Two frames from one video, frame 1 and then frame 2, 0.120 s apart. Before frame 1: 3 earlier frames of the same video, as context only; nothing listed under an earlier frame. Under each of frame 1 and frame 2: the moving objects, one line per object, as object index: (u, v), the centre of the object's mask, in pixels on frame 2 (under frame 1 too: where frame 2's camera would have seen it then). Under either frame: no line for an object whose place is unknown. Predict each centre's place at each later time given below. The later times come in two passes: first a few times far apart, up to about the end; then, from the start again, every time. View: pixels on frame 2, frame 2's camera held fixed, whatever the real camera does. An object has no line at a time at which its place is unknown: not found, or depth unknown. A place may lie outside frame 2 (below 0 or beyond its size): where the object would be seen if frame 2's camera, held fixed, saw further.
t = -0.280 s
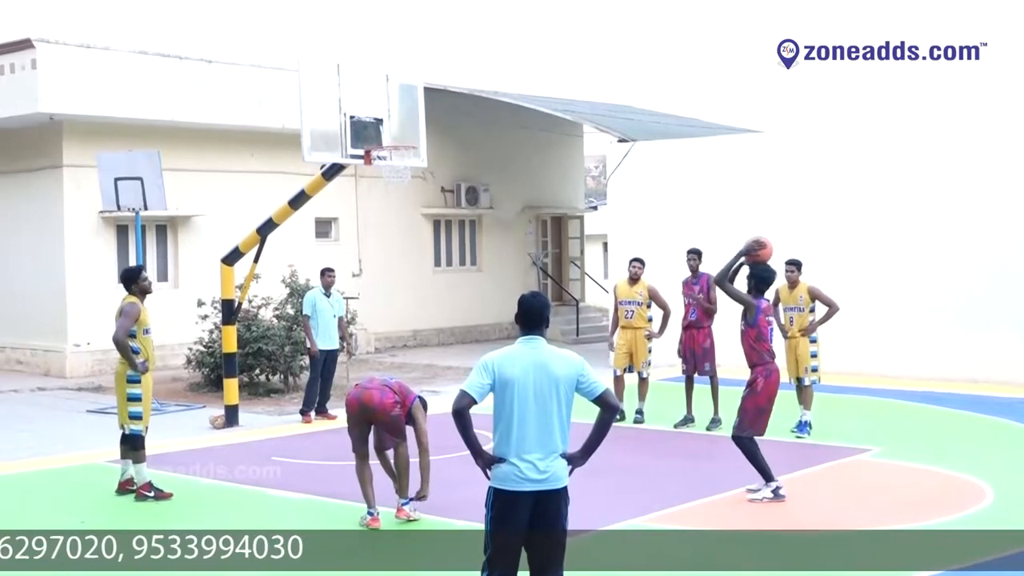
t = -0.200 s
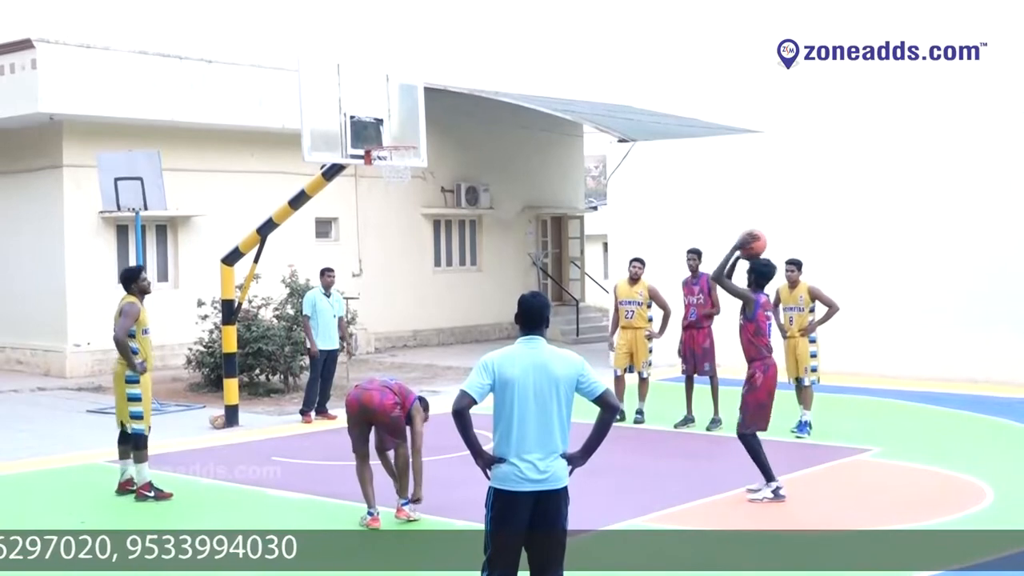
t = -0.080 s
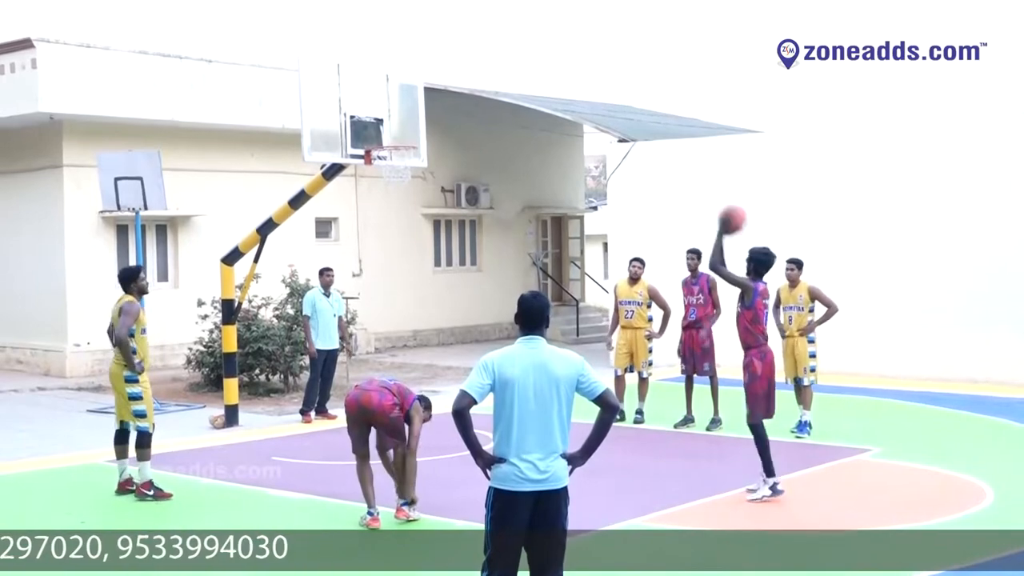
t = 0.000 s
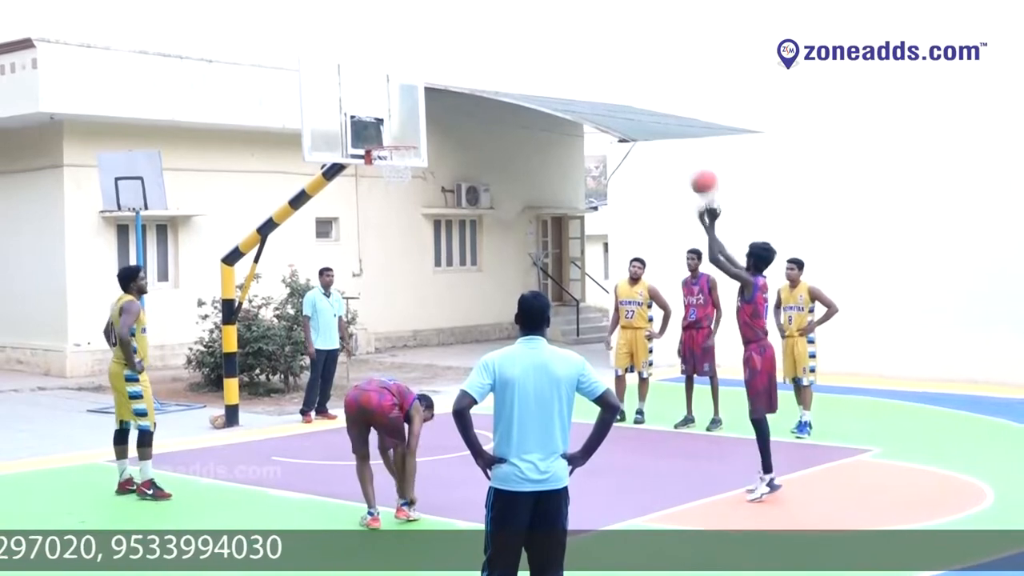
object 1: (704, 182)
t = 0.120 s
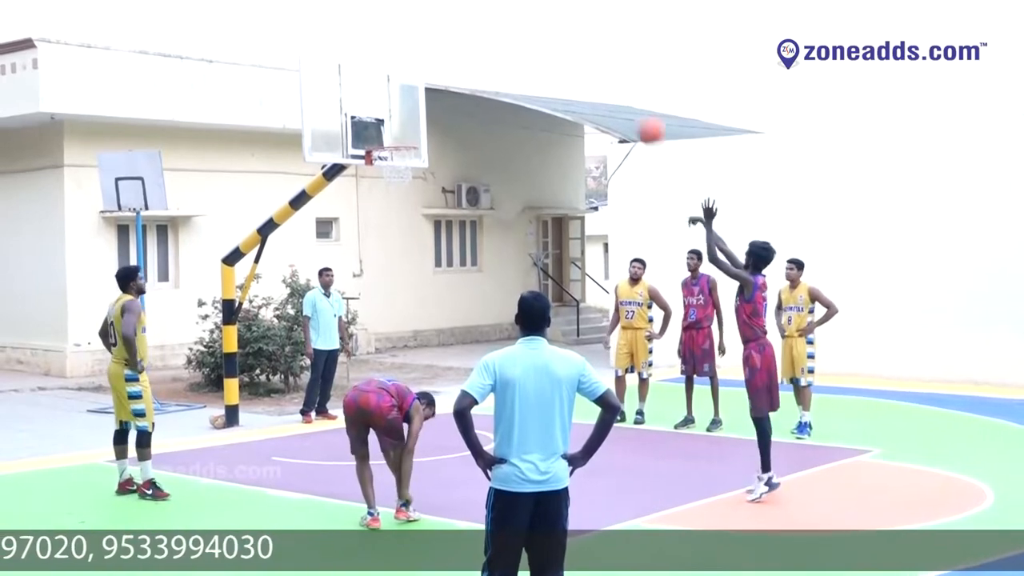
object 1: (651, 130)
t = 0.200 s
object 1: (617, 107)
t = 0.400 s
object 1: (538, 81)
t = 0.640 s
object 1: (456, 104)
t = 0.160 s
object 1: (634, 118)
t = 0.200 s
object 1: (617, 107)
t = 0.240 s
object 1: (600, 99)
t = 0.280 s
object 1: (584, 91)
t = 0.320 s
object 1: (568, 86)
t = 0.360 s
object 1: (553, 83)
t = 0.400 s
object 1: (538, 81)
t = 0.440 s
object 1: (524, 81)
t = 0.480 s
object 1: (510, 83)
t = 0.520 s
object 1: (496, 86)
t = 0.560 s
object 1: (482, 91)
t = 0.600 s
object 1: (469, 98)
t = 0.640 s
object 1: (456, 104)
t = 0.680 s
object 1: (444, 113)
